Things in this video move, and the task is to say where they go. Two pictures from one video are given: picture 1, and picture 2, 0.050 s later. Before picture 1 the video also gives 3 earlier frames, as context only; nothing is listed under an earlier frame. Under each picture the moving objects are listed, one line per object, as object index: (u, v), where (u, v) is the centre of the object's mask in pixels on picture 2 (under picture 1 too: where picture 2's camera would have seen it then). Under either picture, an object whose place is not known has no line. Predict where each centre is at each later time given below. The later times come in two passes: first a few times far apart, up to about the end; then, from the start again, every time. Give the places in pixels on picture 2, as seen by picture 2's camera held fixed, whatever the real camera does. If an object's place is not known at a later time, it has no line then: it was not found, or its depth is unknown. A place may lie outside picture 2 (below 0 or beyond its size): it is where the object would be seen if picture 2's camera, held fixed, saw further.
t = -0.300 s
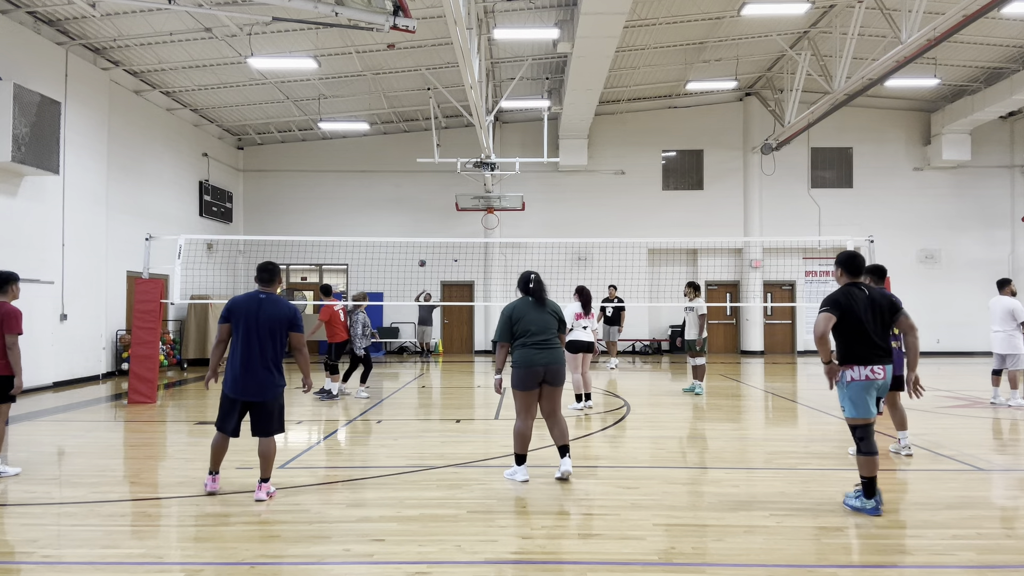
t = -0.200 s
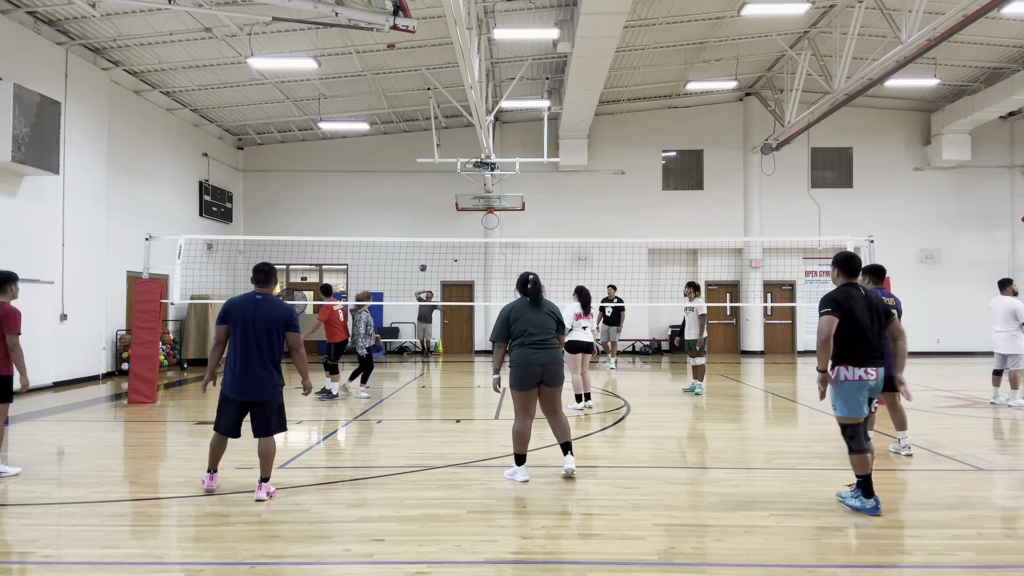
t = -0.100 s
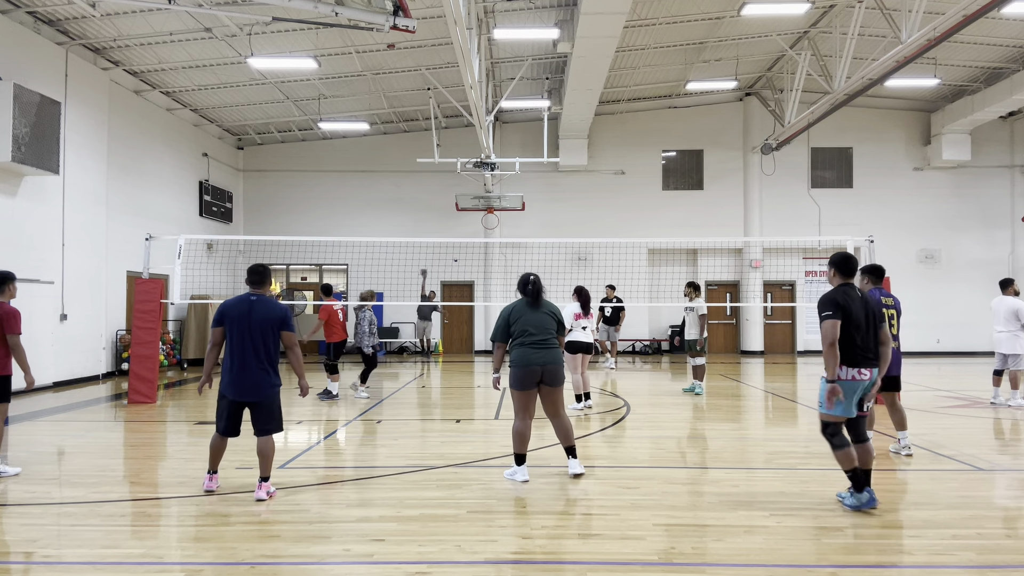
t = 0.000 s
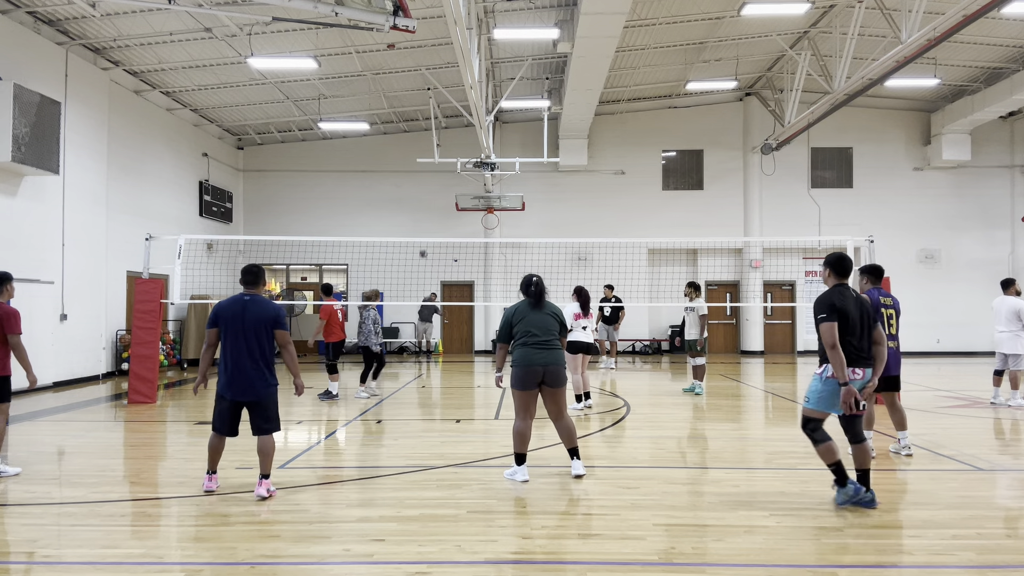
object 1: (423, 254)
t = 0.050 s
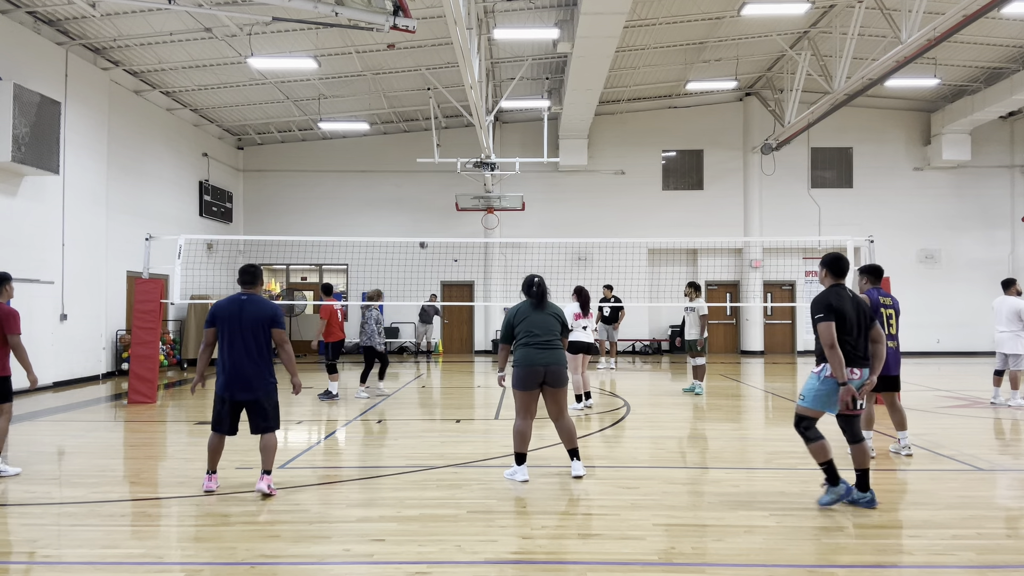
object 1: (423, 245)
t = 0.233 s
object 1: (421, 217)
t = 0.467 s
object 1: (418, 199)
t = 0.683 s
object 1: (419, 211)
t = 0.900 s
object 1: (427, 292)
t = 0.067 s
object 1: (423, 243)
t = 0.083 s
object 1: (423, 239)
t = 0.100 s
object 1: (423, 235)
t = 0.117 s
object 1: (423, 233)
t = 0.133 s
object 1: (422, 231)
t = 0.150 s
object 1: (422, 228)
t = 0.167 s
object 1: (422, 226)
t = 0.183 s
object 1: (422, 223)
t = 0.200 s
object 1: (422, 221)
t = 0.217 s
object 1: (421, 218)
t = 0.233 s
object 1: (421, 217)
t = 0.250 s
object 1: (421, 214)
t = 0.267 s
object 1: (421, 212)
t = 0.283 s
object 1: (420, 211)
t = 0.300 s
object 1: (420, 209)
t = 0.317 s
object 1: (420, 207)
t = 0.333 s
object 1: (420, 206)
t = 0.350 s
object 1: (419, 204)
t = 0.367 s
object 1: (419, 203)
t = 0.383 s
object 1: (419, 202)
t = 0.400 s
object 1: (419, 201)
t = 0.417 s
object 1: (418, 200)
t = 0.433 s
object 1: (418, 200)
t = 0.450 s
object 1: (418, 199)
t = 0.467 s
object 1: (418, 199)
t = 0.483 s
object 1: (418, 198)
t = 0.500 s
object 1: (418, 198)
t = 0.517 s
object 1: (418, 198)
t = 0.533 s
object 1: (418, 198)
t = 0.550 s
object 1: (417, 199)
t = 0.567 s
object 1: (417, 199)
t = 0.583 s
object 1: (418, 200)
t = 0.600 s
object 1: (418, 201)
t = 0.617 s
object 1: (418, 203)
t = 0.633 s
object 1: (418, 204)
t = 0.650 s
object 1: (418, 206)
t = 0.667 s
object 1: (418, 208)
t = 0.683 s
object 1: (419, 211)
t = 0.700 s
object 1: (419, 214)
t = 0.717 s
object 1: (419, 217)
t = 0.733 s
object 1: (420, 221)
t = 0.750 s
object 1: (420, 225)
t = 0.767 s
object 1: (421, 230)
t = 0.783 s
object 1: (421, 235)
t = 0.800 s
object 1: (422, 241)
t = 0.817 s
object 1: (423, 247)
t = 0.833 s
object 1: (424, 255)
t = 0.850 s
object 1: (425, 263)
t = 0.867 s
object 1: (426, 271)
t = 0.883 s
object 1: (427, 281)
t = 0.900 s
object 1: (427, 292)
